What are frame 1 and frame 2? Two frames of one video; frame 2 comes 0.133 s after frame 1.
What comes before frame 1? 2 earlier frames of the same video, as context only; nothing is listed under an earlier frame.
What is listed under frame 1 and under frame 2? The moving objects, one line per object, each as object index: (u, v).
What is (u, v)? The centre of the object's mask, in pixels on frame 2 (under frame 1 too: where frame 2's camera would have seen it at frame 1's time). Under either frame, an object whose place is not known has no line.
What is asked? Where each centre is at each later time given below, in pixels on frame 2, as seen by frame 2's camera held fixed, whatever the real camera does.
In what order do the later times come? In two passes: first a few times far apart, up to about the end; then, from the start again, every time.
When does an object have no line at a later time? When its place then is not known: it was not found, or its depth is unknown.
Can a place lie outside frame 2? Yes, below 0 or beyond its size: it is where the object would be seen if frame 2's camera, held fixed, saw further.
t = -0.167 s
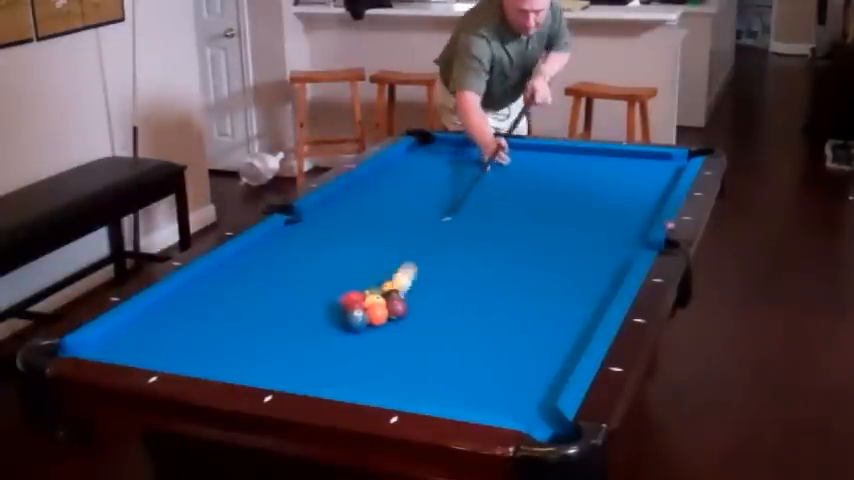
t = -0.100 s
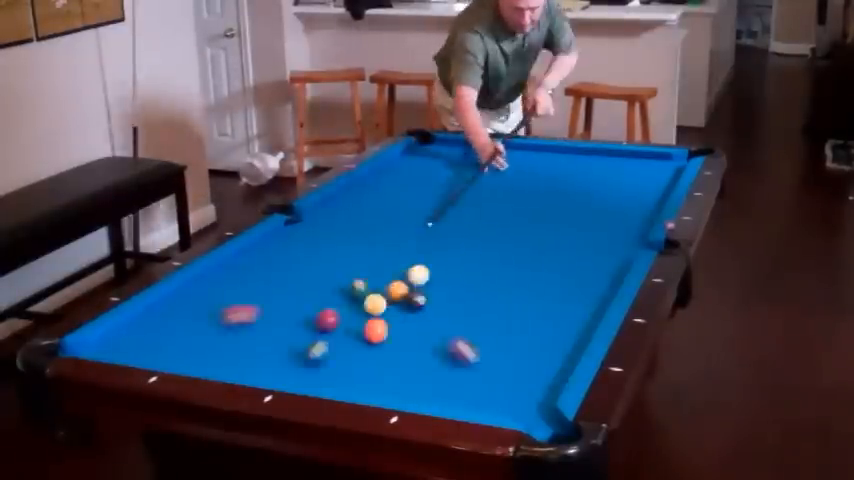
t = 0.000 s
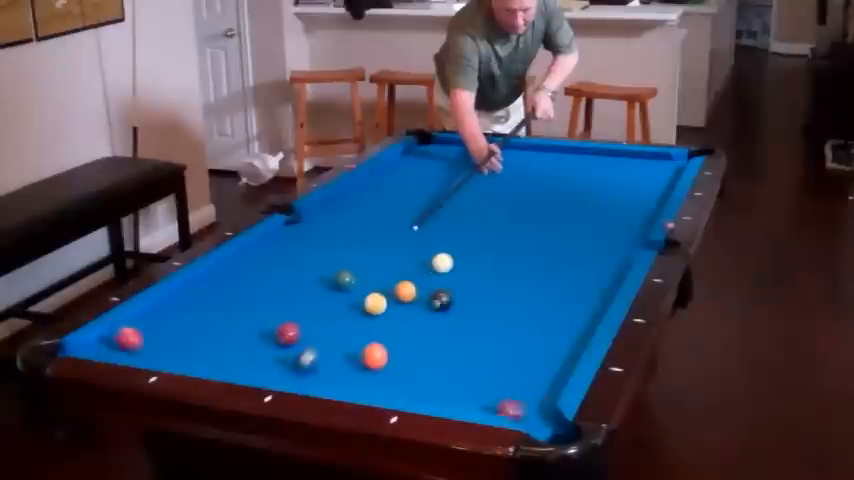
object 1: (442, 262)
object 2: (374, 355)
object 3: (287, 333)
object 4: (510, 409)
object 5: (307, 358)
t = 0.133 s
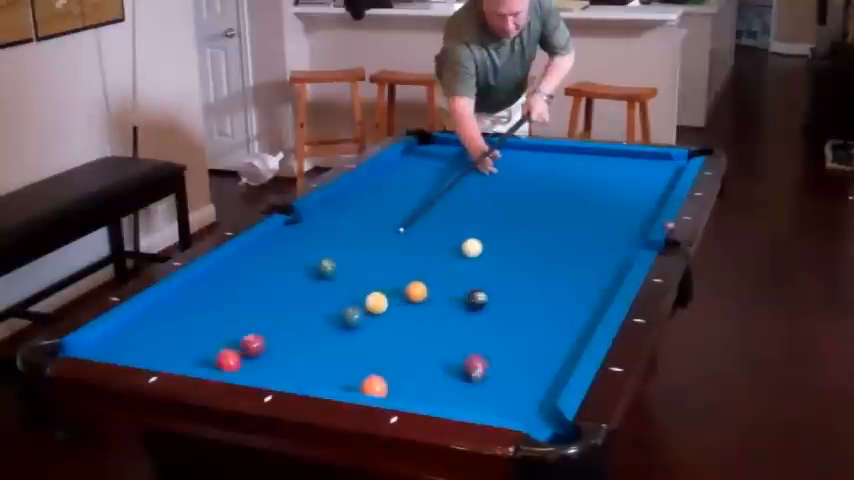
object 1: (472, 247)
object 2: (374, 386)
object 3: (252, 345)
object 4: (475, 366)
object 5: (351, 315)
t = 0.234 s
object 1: (492, 237)
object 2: (399, 378)
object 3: (292, 326)
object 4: (458, 340)
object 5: (353, 306)
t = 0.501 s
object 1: (541, 212)
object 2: (464, 353)
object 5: (341, 283)
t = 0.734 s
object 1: (578, 193)
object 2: (531, 343)
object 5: (335, 267)
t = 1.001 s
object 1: (616, 174)
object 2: (567, 331)
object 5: (327, 252)
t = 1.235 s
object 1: (644, 160)
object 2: (542, 316)
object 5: (320, 239)
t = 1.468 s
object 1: (664, 160)
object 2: (519, 303)
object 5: (316, 227)
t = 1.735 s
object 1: (673, 171)
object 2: (496, 289)
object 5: (311, 217)
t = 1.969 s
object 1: (659, 177)
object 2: (479, 279)
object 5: (307, 209)
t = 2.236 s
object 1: (641, 185)
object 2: (462, 269)
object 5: (310, 211)
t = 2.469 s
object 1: (626, 192)
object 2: (448, 261)
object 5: (312, 217)
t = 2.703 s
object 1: (611, 198)
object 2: (435, 253)
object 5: (312, 219)
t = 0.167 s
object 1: (478, 244)
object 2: (381, 386)
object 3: (266, 338)
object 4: (468, 357)
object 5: (360, 310)
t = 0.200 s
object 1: (485, 240)
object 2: (391, 382)
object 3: (279, 332)
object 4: (462, 348)
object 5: (357, 305)
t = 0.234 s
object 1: (492, 237)
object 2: (399, 378)
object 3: (292, 326)
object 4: (458, 340)
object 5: (353, 306)
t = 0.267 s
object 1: (499, 233)
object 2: (408, 375)
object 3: (303, 320)
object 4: (454, 332)
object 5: (351, 303)
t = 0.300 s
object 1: (505, 230)
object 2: (417, 371)
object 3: (313, 315)
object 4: (449, 325)
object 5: (349, 300)
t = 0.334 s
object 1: (511, 227)
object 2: (425, 368)
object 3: (321, 311)
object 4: (445, 319)
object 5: (348, 298)
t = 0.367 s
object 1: (517, 224)
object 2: (433, 365)
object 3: (328, 307)
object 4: (442, 312)
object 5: (348, 296)
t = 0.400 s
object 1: (524, 221)
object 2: (441, 362)
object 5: (347, 291)
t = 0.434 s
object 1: (530, 218)
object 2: (449, 359)
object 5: (345, 284)
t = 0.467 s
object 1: (535, 215)
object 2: (456, 356)
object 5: (343, 283)
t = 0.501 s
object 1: (541, 212)
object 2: (464, 353)
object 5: (341, 283)
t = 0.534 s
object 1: (547, 209)
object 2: (471, 349)
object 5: (340, 283)
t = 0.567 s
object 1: (552, 206)
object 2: (480, 347)
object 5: (338, 279)
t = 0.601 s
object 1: (558, 203)
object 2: (492, 347)
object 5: (338, 276)
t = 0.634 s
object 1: (563, 201)
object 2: (502, 346)
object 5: (337, 274)
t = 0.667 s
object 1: (568, 198)
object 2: (512, 345)
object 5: (337, 273)
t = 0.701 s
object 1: (573, 195)
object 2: (522, 344)
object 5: (336, 270)
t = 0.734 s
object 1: (578, 193)
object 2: (531, 343)
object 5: (335, 267)
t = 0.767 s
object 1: (583, 191)
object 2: (541, 342)
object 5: (334, 265)
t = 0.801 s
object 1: (588, 188)
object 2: (551, 341)
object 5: (333, 263)
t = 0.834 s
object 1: (593, 186)
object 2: (561, 340)
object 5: (331, 263)
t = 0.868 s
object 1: (598, 183)
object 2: (570, 339)
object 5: (330, 261)
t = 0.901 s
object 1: (602, 181)
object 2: (578, 338)
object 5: (329, 258)
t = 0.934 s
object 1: (607, 179)
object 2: (575, 336)
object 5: (328, 255)
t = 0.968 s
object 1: (611, 177)
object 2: (571, 334)
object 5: (327, 254)
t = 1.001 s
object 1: (616, 174)
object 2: (567, 331)
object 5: (327, 252)
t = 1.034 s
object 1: (620, 172)
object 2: (563, 329)
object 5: (326, 250)
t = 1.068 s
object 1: (624, 170)
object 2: (559, 327)
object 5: (326, 248)
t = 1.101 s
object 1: (628, 168)
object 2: (556, 325)
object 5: (325, 245)
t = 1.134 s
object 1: (632, 166)
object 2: (552, 322)
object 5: (323, 244)
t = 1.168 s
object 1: (636, 164)
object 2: (548, 320)
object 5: (322, 243)
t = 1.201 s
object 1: (640, 162)
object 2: (545, 318)
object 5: (321, 241)
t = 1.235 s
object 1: (644, 160)
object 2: (542, 316)
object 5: (320, 239)
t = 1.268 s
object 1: (648, 158)
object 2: (538, 314)
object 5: (318, 237)
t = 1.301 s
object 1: (652, 156)
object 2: (535, 312)
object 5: (319, 235)
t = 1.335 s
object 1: (656, 154)
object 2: (532, 310)
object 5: (319, 235)
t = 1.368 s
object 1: (657, 156)
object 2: (529, 308)
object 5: (318, 233)
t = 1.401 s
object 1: (659, 157)
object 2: (525, 306)
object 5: (318, 231)
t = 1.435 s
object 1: (662, 159)
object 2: (523, 304)
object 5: (316, 228)
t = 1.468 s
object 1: (664, 160)
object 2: (519, 303)
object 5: (316, 227)
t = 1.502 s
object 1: (666, 162)
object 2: (516, 301)
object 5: (315, 227)
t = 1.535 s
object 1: (668, 163)
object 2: (513, 299)
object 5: (314, 226)
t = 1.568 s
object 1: (669, 165)
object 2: (510, 297)
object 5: (313, 224)
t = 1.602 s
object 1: (672, 166)
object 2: (508, 296)
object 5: (312, 222)
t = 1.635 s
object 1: (674, 167)
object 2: (504, 294)
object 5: (311, 220)
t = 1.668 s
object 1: (676, 168)
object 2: (502, 292)
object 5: (311, 219)
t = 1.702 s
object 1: (676, 170)
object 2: (499, 291)
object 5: (311, 217)
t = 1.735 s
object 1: (673, 171)
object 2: (496, 289)
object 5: (311, 217)
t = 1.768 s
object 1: (672, 172)
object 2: (494, 288)
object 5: (311, 216)
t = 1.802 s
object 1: (669, 173)
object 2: (492, 286)
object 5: (311, 213)
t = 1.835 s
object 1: (668, 174)
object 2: (489, 285)
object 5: (310, 211)
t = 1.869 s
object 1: (665, 175)
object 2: (487, 283)
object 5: (309, 210)
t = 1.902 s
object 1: (663, 175)
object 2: (484, 282)
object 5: (308, 210)
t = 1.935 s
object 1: (661, 176)
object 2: (481, 281)
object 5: (307, 210)
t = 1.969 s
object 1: (659, 177)
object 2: (479, 279)
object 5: (307, 209)
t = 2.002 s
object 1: (656, 178)
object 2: (477, 278)
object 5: (308, 210)
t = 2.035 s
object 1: (654, 179)
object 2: (475, 276)
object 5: (308, 209)
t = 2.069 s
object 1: (652, 180)
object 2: (472, 275)
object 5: (308, 209)
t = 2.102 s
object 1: (650, 181)
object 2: (470, 274)
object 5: (309, 210)
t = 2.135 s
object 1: (647, 182)
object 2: (468, 273)
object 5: (309, 209)
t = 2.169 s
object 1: (645, 183)
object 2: (465, 271)
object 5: (309, 210)
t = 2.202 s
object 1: (643, 184)
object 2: (464, 270)
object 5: (309, 210)
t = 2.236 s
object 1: (641, 185)
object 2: (462, 269)
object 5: (310, 211)
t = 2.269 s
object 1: (639, 186)
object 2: (460, 268)
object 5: (310, 212)
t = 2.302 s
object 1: (637, 187)
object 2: (457, 266)
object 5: (310, 213)
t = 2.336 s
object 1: (634, 188)
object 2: (455, 265)
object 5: (310, 213)
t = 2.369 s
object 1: (632, 189)
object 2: (453, 264)
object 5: (311, 215)
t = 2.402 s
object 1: (630, 190)
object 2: (451, 263)
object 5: (311, 216)
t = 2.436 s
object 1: (628, 191)
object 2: (450, 262)
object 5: (311, 217)
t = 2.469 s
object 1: (626, 192)
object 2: (448, 261)
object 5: (312, 217)
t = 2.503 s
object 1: (624, 193)
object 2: (446, 260)
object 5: (312, 218)
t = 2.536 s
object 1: (621, 193)
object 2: (444, 259)
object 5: (312, 218)
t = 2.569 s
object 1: (619, 194)
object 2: (442, 257)
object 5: (312, 219)
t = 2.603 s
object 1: (617, 195)
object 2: (440, 256)
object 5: (312, 219)
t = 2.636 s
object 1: (615, 197)
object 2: (439, 255)
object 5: (312, 219)
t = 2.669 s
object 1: (613, 197)
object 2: (437, 254)
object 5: (312, 219)
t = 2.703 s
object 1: (611, 198)
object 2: (435, 253)
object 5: (312, 219)
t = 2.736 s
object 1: (609, 199)
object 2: (433, 252)
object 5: (312, 219)
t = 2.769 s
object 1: (607, 200)
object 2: (432, 251)
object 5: (312, 219)
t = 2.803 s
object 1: (604, 201)
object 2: (430, 251)
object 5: (312, 219)
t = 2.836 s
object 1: (602, 202)
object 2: (428, 250)
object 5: (312, 220)
